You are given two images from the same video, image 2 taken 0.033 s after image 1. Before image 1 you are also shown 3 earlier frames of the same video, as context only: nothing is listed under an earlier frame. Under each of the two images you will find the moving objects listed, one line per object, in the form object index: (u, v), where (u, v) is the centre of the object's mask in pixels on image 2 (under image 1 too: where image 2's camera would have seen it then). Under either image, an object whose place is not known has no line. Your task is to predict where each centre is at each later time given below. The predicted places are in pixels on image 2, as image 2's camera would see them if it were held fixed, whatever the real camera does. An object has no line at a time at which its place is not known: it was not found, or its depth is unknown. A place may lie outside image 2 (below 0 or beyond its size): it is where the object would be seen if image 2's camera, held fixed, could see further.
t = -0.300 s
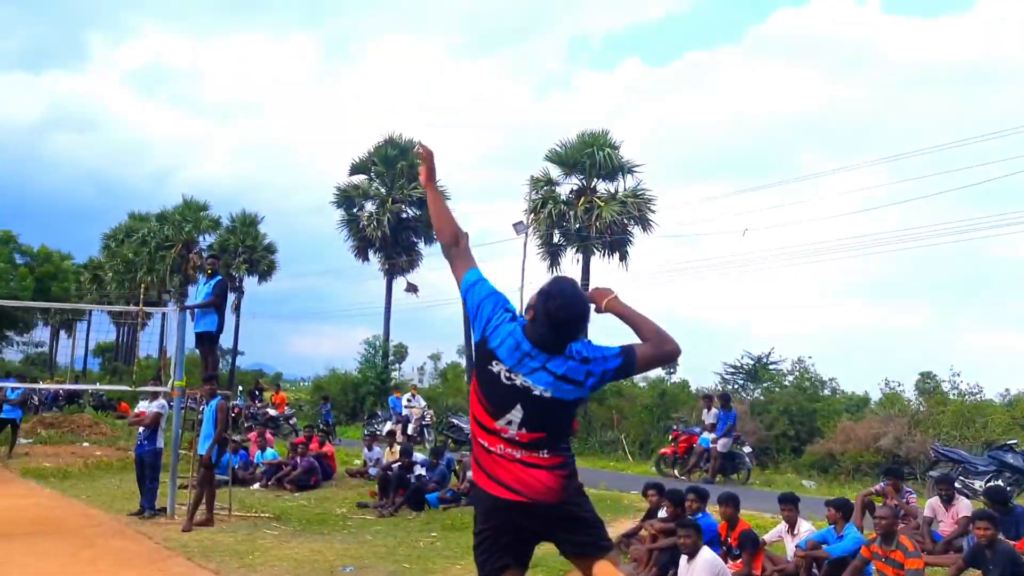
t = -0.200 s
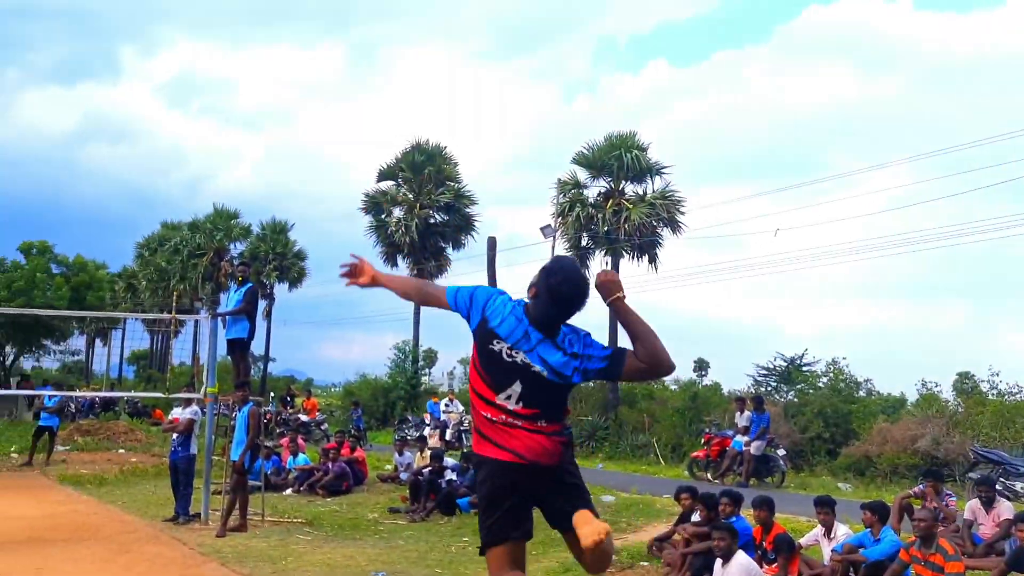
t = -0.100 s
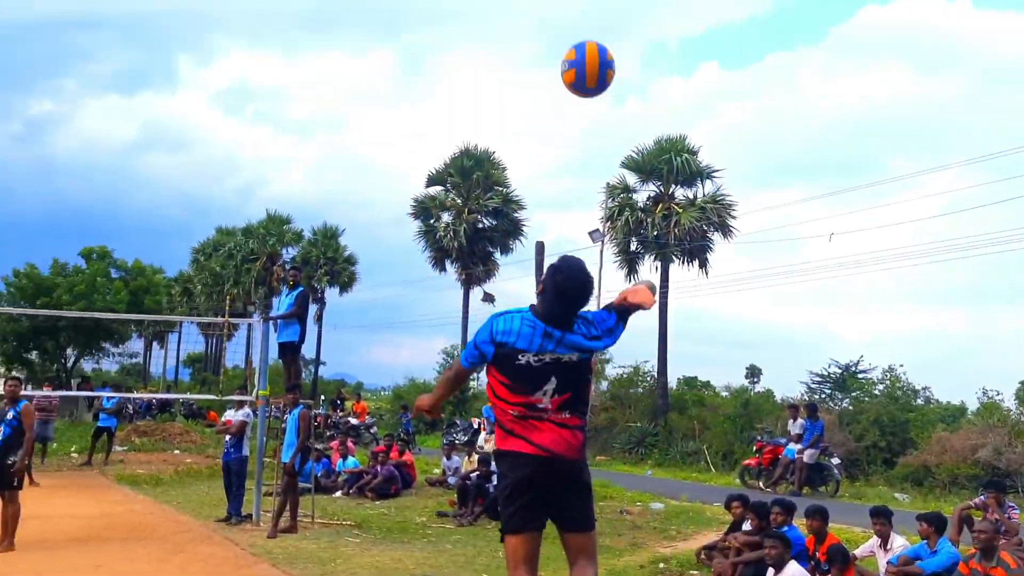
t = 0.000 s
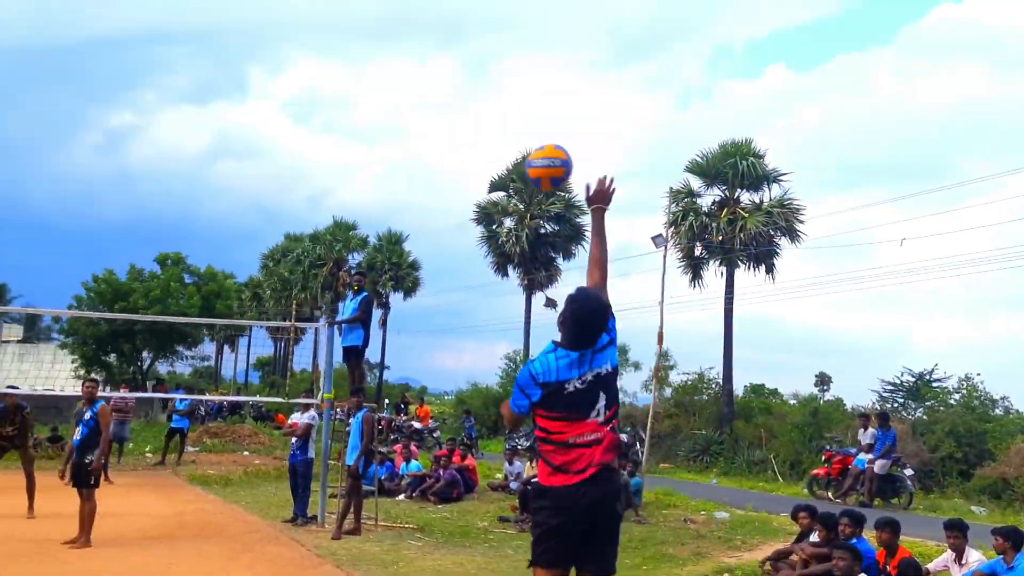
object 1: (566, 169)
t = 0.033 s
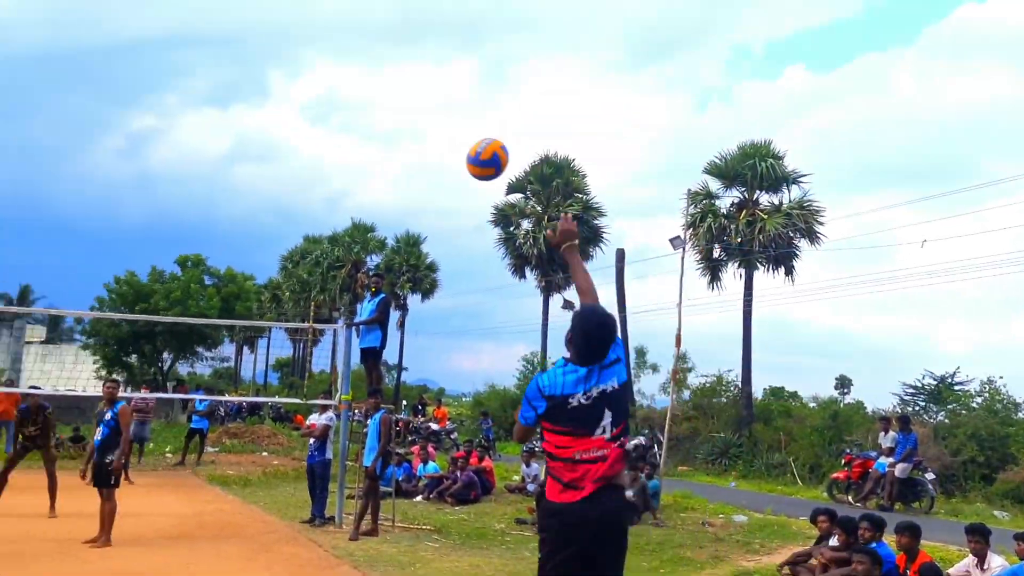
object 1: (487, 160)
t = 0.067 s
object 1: (423, 154)
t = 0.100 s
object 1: (369, 151)
